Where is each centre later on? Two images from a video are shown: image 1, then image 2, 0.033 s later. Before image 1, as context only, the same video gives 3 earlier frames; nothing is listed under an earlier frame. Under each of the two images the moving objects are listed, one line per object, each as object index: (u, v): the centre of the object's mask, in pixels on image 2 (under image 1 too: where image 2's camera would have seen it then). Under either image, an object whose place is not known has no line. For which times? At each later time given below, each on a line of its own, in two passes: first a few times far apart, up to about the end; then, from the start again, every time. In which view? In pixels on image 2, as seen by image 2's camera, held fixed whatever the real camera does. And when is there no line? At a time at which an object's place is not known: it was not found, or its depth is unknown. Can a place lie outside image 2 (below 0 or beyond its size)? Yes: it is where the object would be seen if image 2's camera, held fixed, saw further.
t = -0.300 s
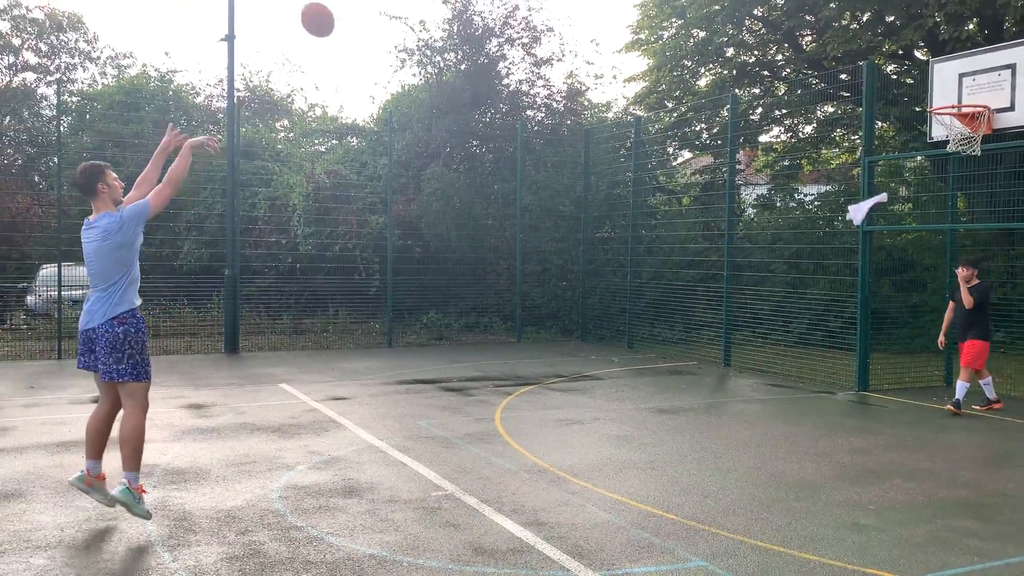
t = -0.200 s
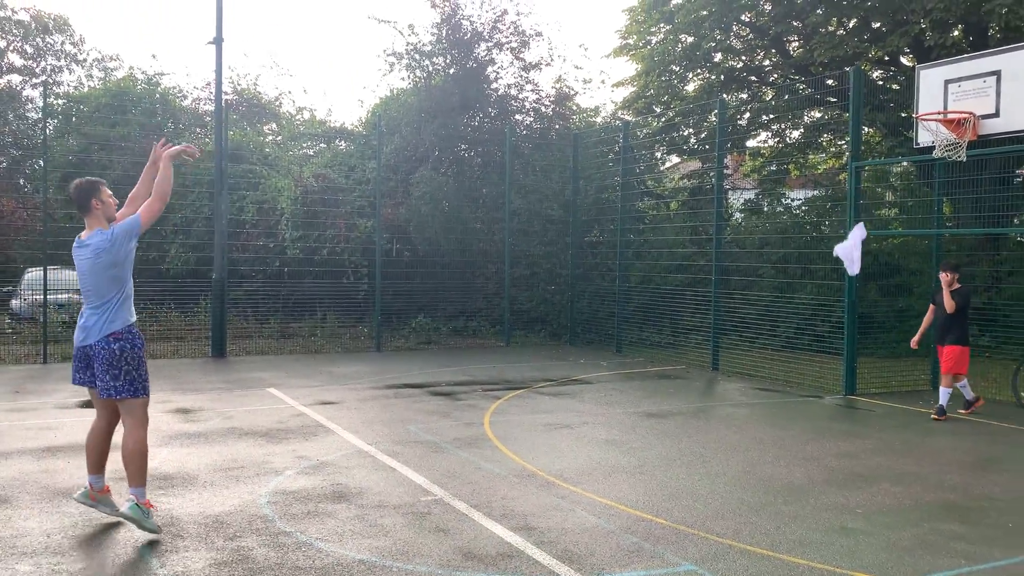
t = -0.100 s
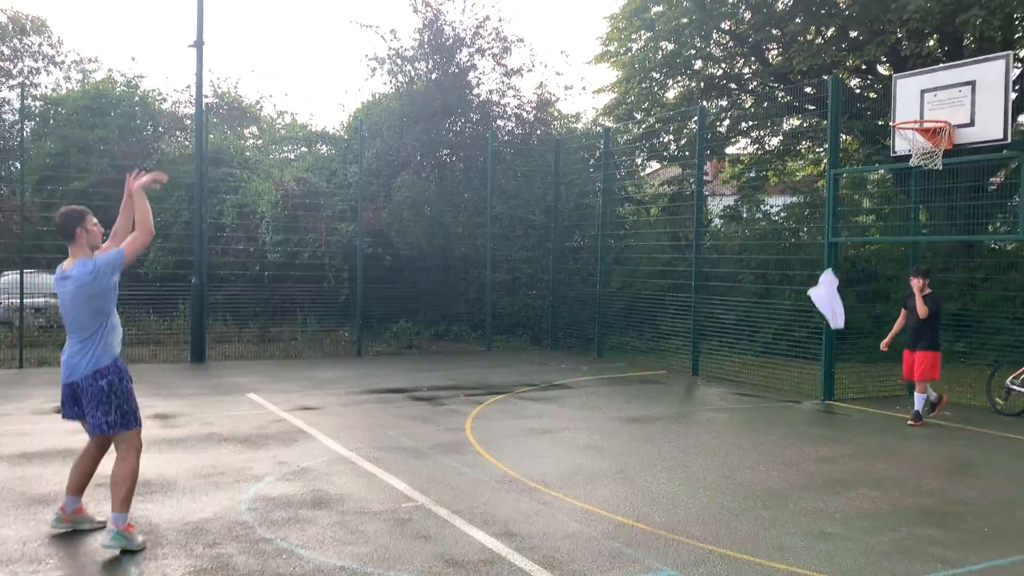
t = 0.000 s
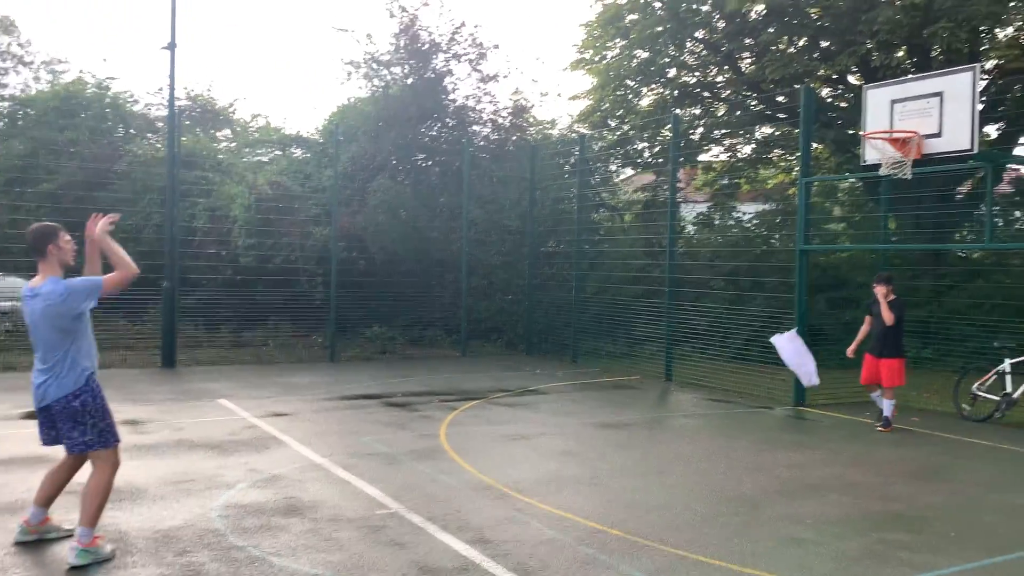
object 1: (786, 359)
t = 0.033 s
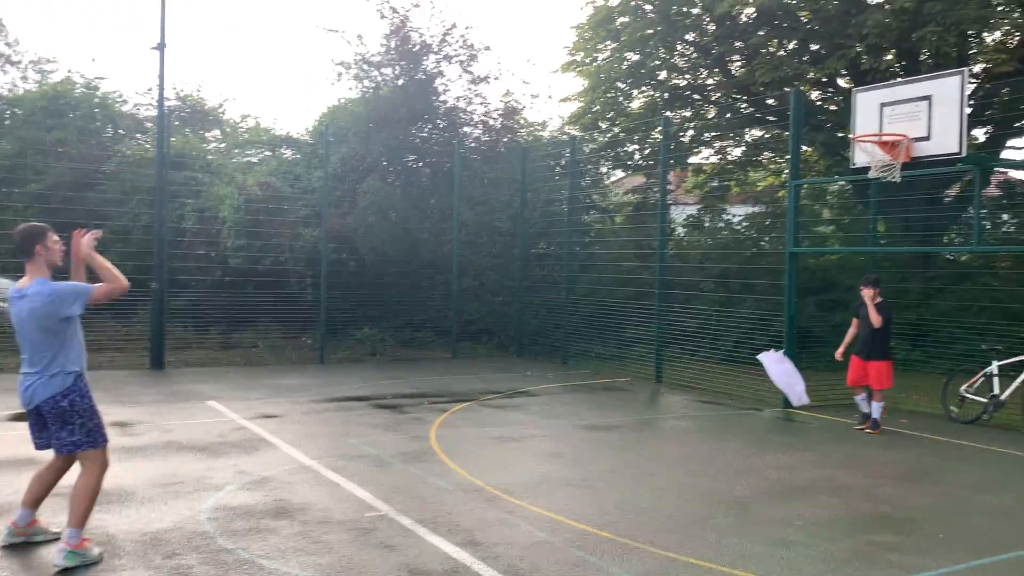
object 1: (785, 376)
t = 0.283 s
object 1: (778, 441)
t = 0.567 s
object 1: (778, 442)
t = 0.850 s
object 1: (777, 442)
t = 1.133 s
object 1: (778, 442)
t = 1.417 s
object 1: (777, 442)
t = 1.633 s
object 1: (777, 442)
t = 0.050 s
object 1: (784, 385)
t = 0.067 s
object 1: (783, 394)
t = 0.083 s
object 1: (783, 403)
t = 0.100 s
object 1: (782, 412)
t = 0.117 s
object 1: (781, 420)
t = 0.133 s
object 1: (778, 426)
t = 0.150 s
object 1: (777, 432)
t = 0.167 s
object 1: (776, 438)
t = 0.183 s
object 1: (779, 442)
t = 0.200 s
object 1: (779, 441)
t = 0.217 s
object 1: (778, 441)
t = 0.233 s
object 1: (778, 441)
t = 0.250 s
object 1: (778, 441)
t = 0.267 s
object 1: (778, 441)
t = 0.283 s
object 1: (778, 441)
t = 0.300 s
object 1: (778, 441)
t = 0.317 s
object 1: (778, 441)
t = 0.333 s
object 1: (778, 441)
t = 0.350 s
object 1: (778, 441)
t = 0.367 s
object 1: (778, 441)
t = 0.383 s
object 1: (777, 441)
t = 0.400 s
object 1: (777, 441)
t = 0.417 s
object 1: (778, 441)
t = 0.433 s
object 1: (778, 441)
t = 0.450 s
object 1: (778, 442)
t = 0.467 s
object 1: (778, 442)
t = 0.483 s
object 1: (778, 442)
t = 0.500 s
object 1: (778, 442)
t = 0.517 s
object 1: (778, 442)
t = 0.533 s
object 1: (778, 442)
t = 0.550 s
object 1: (777, 442)
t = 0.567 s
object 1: (778, 442)
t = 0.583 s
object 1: (778, 442)
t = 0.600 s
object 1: (778, 442)
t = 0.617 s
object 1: (778, 442)
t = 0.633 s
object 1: (778, 442)
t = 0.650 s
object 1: (778, 442)
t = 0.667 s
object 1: (778, 442)
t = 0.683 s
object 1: (778, 442)
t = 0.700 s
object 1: (778, 442)
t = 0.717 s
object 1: (778, 442)
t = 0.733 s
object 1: (778, 442)
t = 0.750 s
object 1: (778, 442)
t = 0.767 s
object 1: (778, 442)
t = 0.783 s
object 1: (778, 442)
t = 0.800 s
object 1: (777, 442)
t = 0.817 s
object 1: (777, 442)
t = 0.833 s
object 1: (778, 442)
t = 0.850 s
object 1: (777, 442)
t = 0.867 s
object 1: (777, 442)
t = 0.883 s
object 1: (777, 442)
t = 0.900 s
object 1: (777, 442)
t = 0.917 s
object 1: (777, 442)
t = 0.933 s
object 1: (777, 442)
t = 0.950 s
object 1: (778, 442)
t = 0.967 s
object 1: (778, 442)
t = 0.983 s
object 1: (777, 442)
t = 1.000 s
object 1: (778, 442)
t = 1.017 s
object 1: (778, 442)
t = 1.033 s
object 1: (778, 442)
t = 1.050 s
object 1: (778, 442)
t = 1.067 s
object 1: (778, 442)
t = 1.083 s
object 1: (778, 442)
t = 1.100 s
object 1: (778, 442)
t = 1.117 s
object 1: (778, 442)
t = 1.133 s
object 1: (778, 442)
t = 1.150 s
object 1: (778, 442)
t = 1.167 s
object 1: (777, 442)
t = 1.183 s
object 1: (777, 442)
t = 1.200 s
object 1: (777, 442)
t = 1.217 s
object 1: (777, 442)
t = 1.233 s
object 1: (777, 442)
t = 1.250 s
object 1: (777, 442)
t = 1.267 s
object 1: (777, 442)
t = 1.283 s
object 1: (777, 442)
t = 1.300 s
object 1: (777, 442)
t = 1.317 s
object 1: (777, 442)
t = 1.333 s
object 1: (777, 442)
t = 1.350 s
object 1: (778, 442)
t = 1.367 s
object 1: (778, 442)
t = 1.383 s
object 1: (778, 442)
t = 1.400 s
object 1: (777, 442)
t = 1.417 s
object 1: (777, 442)
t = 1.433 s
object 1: (778, 442)
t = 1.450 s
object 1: (778, 442)
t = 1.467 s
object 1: (778, 442)
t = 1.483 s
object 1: (777, 442)
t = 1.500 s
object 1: (777, 442)
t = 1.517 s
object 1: (777, 442)
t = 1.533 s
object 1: (777, 442)
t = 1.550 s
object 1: (777, 442)
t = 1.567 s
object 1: (777, 442)
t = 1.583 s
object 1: (777, 442)
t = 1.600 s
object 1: (777, 442)
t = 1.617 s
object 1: (777, 442)
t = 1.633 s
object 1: (777, 442)
